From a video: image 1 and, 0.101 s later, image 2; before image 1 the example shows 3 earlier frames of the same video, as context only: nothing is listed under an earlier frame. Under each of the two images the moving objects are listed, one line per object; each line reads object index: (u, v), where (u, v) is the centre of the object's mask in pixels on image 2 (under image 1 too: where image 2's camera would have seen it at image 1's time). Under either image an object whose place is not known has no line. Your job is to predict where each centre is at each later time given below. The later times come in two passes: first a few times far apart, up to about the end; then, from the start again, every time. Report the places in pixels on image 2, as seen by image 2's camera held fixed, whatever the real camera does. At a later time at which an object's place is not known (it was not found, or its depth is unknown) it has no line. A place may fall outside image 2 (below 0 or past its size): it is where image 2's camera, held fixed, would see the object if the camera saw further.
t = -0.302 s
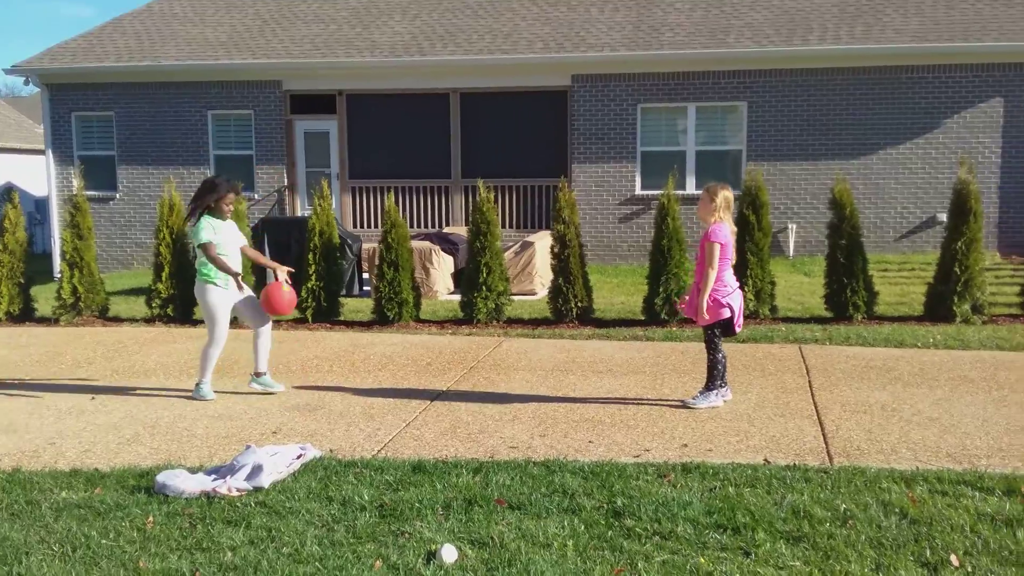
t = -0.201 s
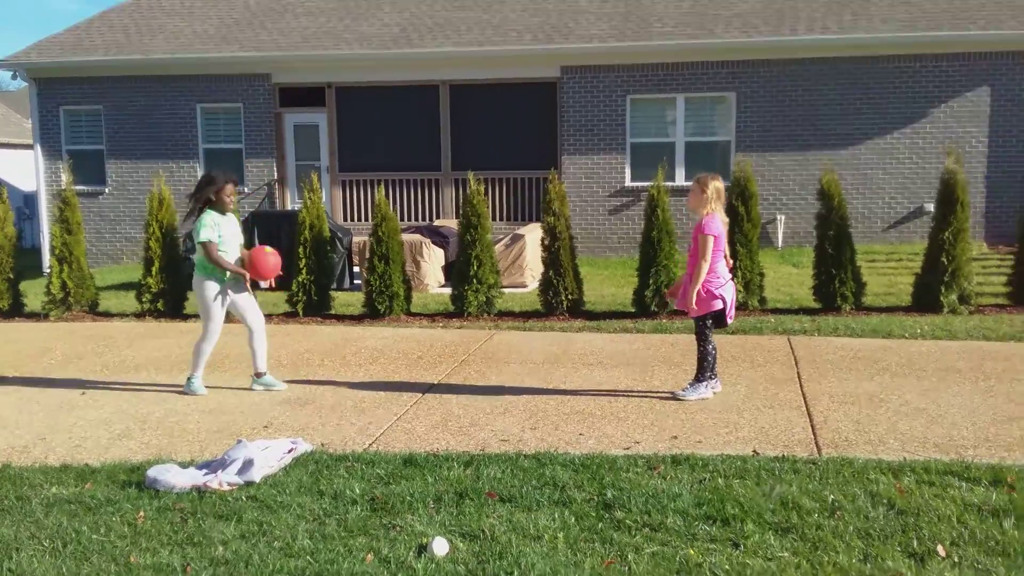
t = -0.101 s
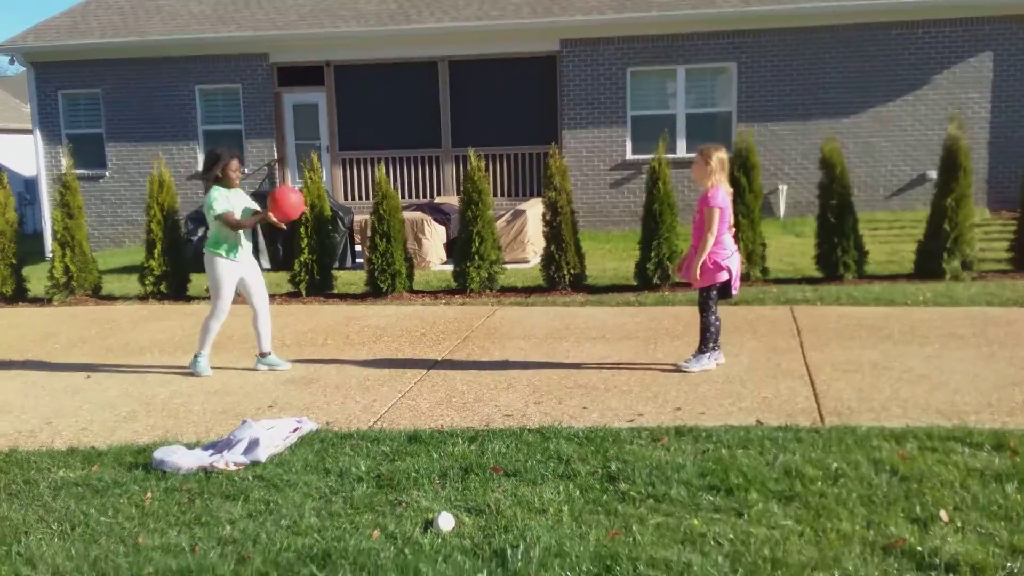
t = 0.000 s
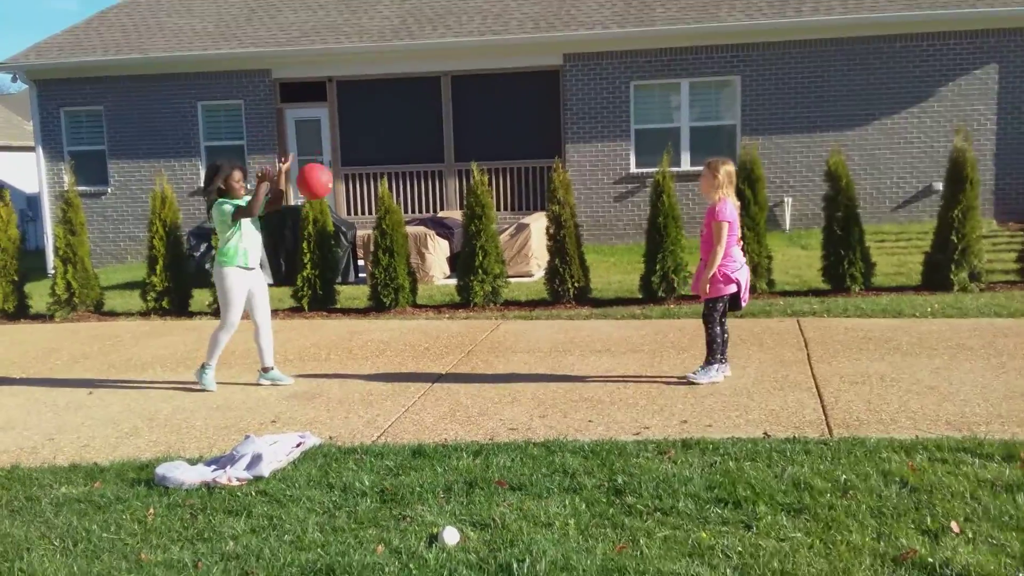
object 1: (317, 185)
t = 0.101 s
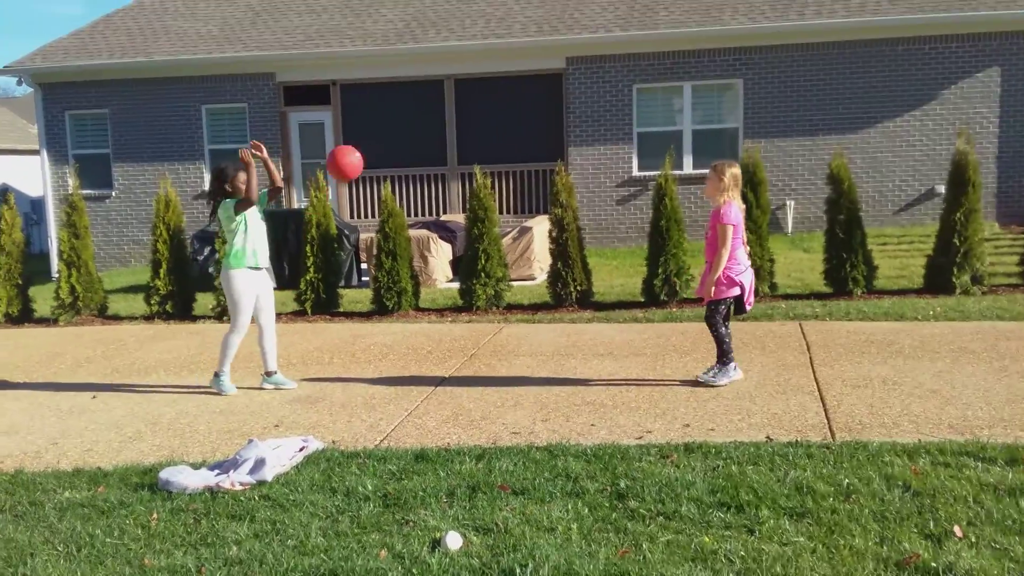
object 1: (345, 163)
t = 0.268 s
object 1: (391, 163)
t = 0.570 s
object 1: (470, 269)
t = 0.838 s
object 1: (512, 311)
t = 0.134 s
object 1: (354, 160)
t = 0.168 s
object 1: (363, 158)
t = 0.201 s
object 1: (372, 159)
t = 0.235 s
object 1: (381, 160)
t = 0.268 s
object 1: (391, 163)
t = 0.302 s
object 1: (400, 168)
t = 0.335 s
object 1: (408, 175)
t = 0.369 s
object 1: (417, 184)
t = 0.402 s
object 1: (427, 193)
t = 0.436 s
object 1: (435, 206)
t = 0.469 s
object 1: (444, 219)
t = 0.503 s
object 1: (453, 234)
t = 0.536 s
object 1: (461, 251)
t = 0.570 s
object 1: (470, 269)
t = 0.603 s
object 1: (478, 288)
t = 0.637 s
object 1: (485, 309)
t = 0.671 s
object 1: (494, 331)
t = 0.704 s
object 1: (503, 355)
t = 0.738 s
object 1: (508, 366)
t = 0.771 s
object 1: (509, 345)
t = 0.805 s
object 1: (511, 327)
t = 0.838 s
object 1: (512, 311)
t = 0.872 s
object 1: (514, 297)
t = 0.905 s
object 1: (517, 273)
